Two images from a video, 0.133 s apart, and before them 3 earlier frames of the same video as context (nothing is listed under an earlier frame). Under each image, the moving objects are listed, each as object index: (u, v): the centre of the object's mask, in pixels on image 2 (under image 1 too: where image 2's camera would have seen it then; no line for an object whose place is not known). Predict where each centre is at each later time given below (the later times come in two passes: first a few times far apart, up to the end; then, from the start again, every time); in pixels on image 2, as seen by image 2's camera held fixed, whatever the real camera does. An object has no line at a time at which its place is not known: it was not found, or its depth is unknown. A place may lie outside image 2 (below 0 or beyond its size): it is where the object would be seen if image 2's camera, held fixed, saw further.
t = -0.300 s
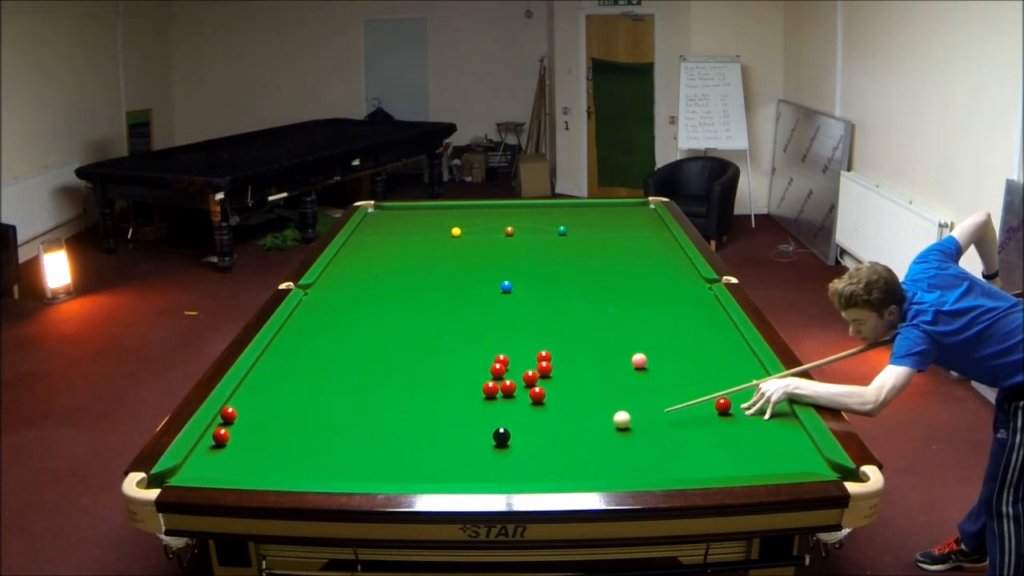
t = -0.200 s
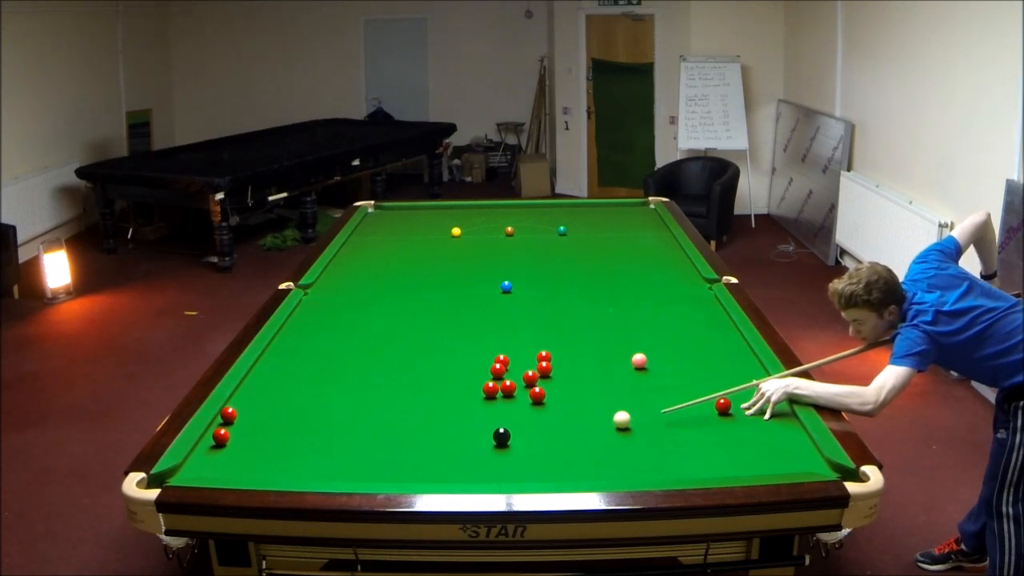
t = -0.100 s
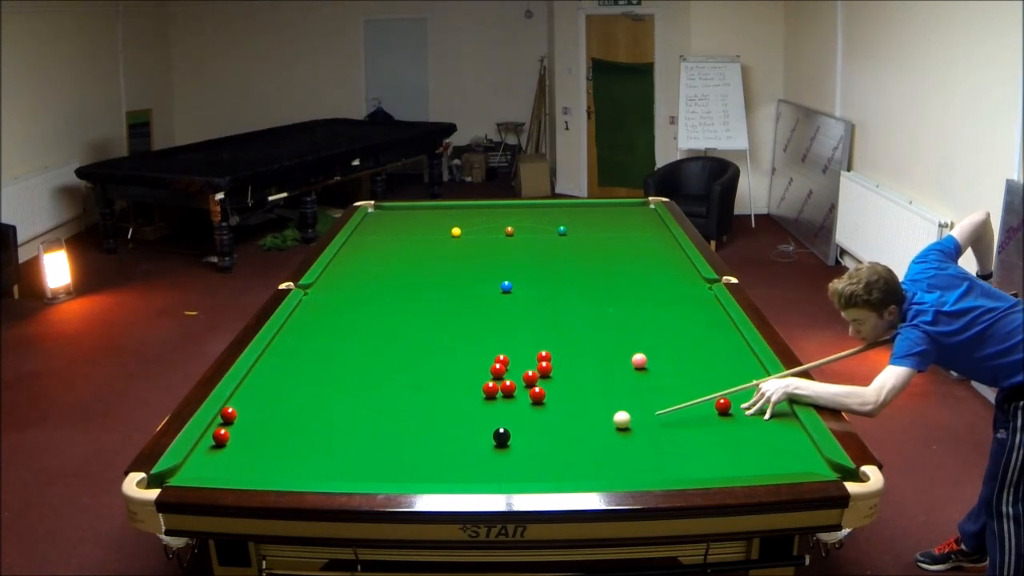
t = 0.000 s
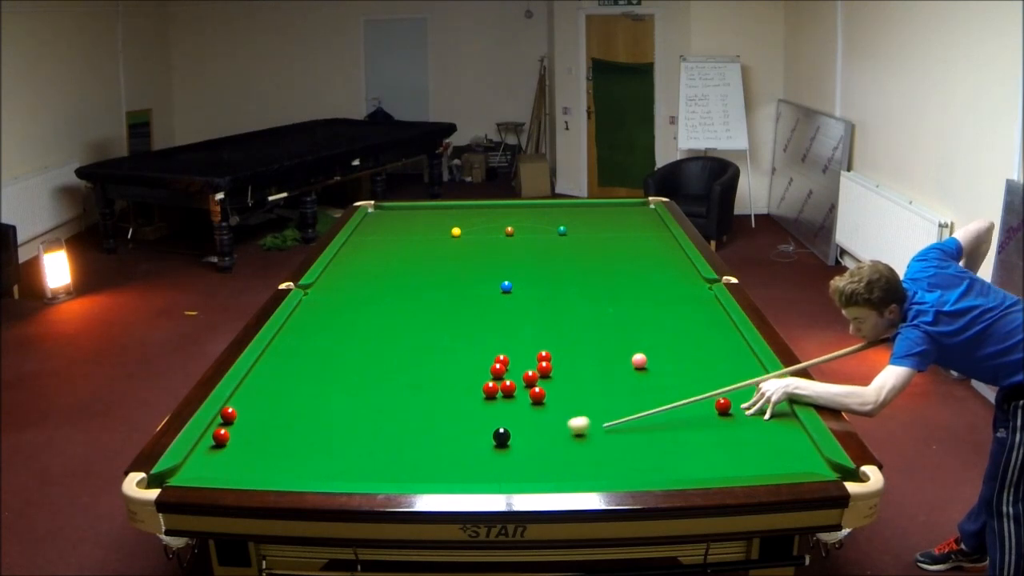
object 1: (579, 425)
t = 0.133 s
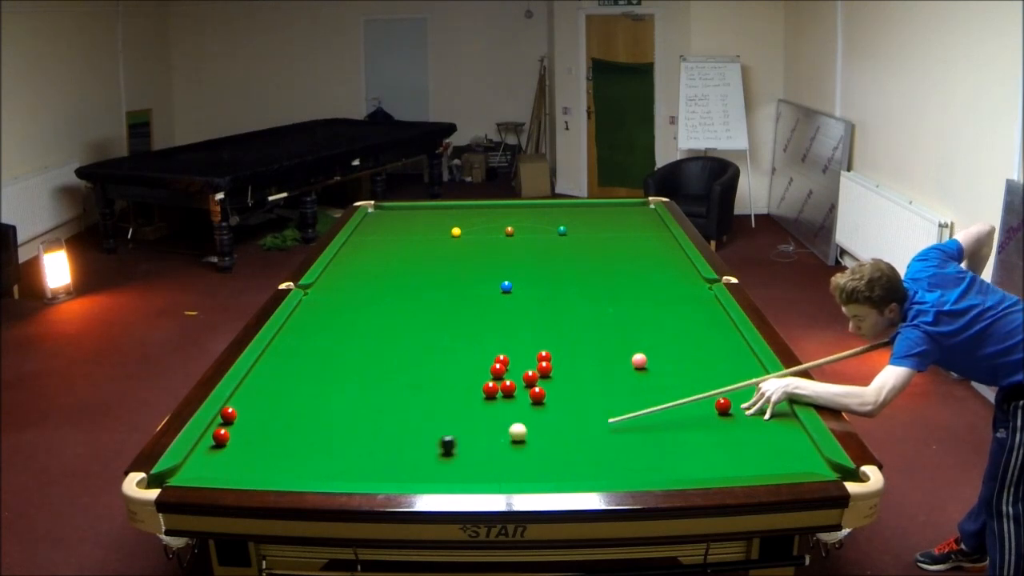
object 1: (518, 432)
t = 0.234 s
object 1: (523, 429)
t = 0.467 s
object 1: (553, 421)
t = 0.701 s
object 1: (583, 413)
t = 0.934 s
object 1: (611, 406)
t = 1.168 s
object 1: (636, 399)
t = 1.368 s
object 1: (655, 393)
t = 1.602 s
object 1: (677, 387)
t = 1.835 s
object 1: (696, 382)
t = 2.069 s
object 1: (714, 376)
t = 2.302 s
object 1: (730, 372)
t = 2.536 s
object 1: (745, 367)
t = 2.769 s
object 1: (752, 364)
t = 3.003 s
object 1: (742, 362)
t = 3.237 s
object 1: (732, 361)
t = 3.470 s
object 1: (724, 360)
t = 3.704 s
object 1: (717, 358)
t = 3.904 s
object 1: (712, 358)
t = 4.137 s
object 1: (708, 357)
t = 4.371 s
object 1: (704, 356)
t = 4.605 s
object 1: (701, 356)
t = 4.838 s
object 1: (700, 356)
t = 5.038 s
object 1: (699, 356)
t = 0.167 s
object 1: (518, 431)
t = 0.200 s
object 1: (520, 430)
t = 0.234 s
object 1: (523, 429)
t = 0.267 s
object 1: (526, 428)
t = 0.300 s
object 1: (531, 427)
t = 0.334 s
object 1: (535, 425)
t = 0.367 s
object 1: (540, 424)
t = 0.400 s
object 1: (544, 423)
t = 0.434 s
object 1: (549, 422)
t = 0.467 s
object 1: (553, 421)
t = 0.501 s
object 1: (558, 420)
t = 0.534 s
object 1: (562, 419)
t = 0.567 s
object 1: (566, 418)
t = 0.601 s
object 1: (571, 416)
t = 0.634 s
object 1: (575, 415)
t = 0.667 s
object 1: (579, 414)
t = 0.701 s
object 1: (583, 413)
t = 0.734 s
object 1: (587, 412)
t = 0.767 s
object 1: (591, 411)
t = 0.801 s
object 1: (595, 410)
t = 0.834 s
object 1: (599, 409)
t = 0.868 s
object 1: (603, 408)
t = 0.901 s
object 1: (607, 407)
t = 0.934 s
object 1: (611, 406)
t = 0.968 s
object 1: (614, 405)
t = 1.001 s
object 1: (618, 403)
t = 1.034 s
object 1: (622, 403)
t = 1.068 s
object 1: (625, 402)
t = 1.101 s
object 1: (629, 401)
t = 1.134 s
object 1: (632, 400)
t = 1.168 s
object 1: (636, 399)
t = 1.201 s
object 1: (639, 398)
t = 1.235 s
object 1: (643, 397)
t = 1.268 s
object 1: (646, 396)
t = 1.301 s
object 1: (649, 395)
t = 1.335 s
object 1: (652, 394)
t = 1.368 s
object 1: (655, 393)
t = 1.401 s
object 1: (659, 392)
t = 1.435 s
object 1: (662, 391)
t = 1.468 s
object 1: (665, 391)
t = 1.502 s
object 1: (668, 390)
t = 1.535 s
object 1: (671, 389)
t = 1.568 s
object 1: (674, 388)
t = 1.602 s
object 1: (677, 387)
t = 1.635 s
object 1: (680, 386)
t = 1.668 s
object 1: (683, 385)
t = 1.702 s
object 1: (685, 385)
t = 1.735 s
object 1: (688, 384)
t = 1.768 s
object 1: (691, 383)
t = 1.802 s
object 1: (693, 382)
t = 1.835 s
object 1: (696, 382)
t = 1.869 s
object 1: (699, 381)
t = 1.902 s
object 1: (701, 380)
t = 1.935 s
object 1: (704, 379)
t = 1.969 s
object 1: (706, 379)
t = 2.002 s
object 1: (709, 378)
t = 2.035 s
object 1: (711, 377)
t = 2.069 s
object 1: (714, 376)
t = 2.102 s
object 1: (716, 376)
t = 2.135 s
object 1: (719, 375)
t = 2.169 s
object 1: (721, 374)
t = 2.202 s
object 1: (723, 374)
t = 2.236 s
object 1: (726, 373)
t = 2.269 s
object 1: (728, 372)
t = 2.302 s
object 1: (730, 372)
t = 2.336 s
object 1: (732, 371)
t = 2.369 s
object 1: (735, 371)
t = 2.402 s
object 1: (737, 370)
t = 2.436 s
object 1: (739, 369)
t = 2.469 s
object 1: (741, 368)
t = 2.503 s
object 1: (743, 368)
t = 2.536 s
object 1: (745, 367)
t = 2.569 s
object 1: (747, 367)
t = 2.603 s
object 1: (749, 366)
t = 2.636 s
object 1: (751, 366)
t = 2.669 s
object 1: (753, 365)
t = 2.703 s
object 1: (755, 365)
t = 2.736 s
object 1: (754, 364)
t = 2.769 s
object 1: (752, 364)
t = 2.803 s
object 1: (751, 364)
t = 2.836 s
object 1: (749, 363)
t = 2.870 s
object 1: (748, 363)
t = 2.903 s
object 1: (746, 363)
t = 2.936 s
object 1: (745, 363)
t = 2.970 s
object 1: (743, 363)
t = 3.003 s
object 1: (742, 362)
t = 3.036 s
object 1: (740, 362)
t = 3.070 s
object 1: (739, 362)
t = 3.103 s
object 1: (738, 362)
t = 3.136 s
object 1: (737, 361)
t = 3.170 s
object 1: (735, 361)
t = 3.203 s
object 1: (734, 361)
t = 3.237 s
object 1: (732, 361)
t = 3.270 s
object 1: (731, 361)
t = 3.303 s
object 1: (730, 360)
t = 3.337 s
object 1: (729, 360)
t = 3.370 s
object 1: (728, 360)
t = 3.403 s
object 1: (726, 360)
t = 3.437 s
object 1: (726, 360)
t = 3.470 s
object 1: (724, 360)
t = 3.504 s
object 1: (723, 360)
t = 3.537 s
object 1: (722, 359)
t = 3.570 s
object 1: (721, 359)
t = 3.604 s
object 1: (720, 359)
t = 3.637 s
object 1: (719, 359)
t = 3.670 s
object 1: (718, 359)
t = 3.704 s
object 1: (717, 358)
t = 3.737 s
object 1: (716, 358)
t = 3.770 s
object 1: (716, 358)
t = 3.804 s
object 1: (715, 358)
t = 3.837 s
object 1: (714, 358)
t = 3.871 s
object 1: (713, 358)
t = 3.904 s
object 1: (712, 358)
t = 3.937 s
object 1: (712, 358)
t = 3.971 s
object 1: (711, 357)
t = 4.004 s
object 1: (710, 357)
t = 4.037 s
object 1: (710, 357)
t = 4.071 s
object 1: (709, 357)
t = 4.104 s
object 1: (708, 357)
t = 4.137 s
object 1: (708, 357)
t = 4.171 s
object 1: (707, 357)
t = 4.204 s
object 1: (706, 357)
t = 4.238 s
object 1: (706, 357)
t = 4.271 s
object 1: (705, 356)
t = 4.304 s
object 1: (705, 356)
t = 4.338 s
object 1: (704, 356)
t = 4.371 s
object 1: (704, 356)
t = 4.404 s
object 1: (703, 356)
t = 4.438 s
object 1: (703, 356)
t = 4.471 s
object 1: (703, 356)
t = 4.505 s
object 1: (702, 356)
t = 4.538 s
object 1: (702, 356)
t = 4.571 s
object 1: (701, 356)
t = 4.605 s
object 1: (701, 356)
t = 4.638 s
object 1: (701, 356)
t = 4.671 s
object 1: (701, 356)
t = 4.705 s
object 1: (700, 356)
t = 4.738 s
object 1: (700, 356)
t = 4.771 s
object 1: (700, 356)
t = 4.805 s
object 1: (700, 356)
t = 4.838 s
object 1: (700, 356)
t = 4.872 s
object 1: (699, 356)
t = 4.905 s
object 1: (699, 356)
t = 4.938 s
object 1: (699, 356)
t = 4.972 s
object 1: (699, 356)
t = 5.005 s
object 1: (699, 356)
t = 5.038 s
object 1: (699, 356)
